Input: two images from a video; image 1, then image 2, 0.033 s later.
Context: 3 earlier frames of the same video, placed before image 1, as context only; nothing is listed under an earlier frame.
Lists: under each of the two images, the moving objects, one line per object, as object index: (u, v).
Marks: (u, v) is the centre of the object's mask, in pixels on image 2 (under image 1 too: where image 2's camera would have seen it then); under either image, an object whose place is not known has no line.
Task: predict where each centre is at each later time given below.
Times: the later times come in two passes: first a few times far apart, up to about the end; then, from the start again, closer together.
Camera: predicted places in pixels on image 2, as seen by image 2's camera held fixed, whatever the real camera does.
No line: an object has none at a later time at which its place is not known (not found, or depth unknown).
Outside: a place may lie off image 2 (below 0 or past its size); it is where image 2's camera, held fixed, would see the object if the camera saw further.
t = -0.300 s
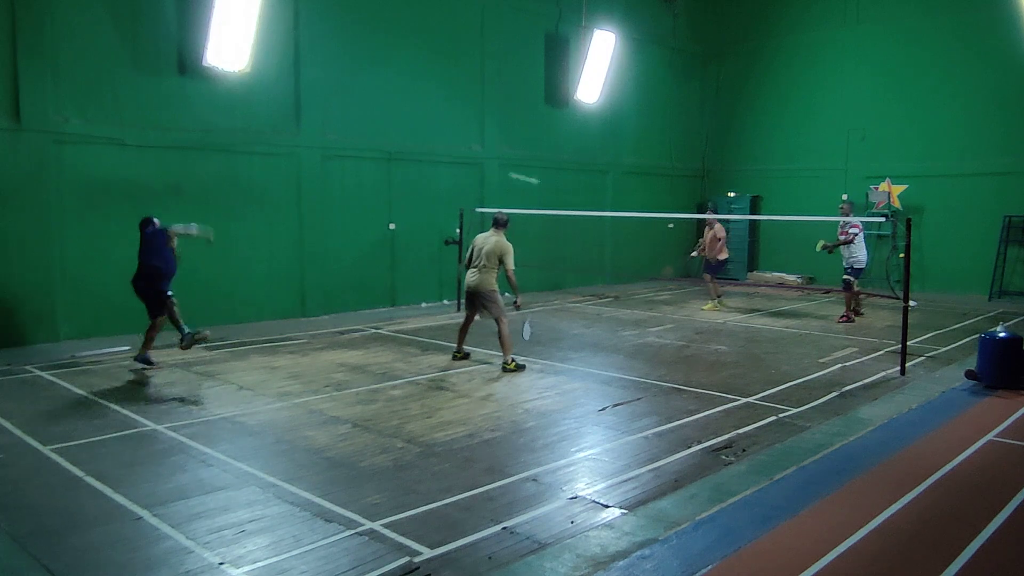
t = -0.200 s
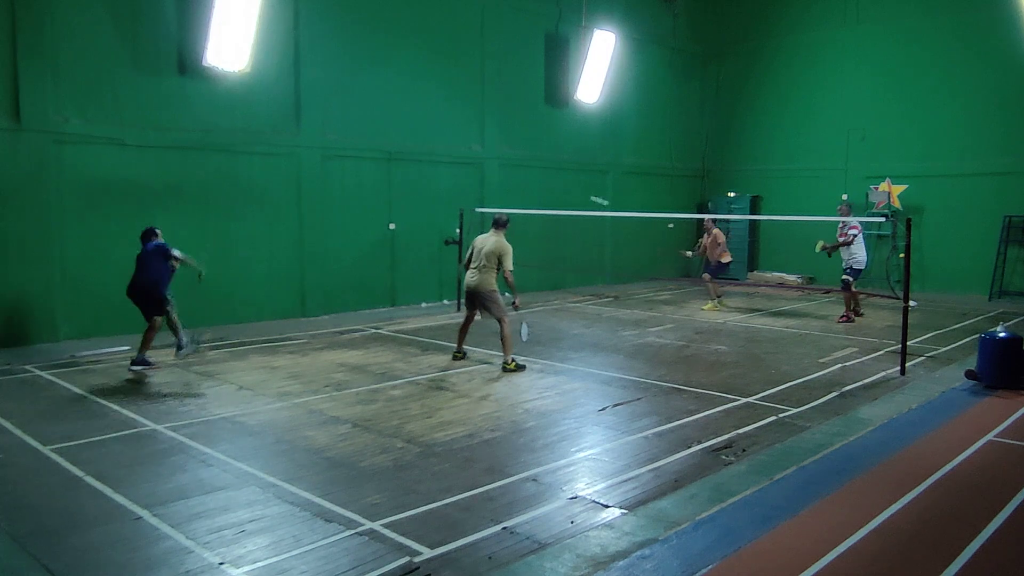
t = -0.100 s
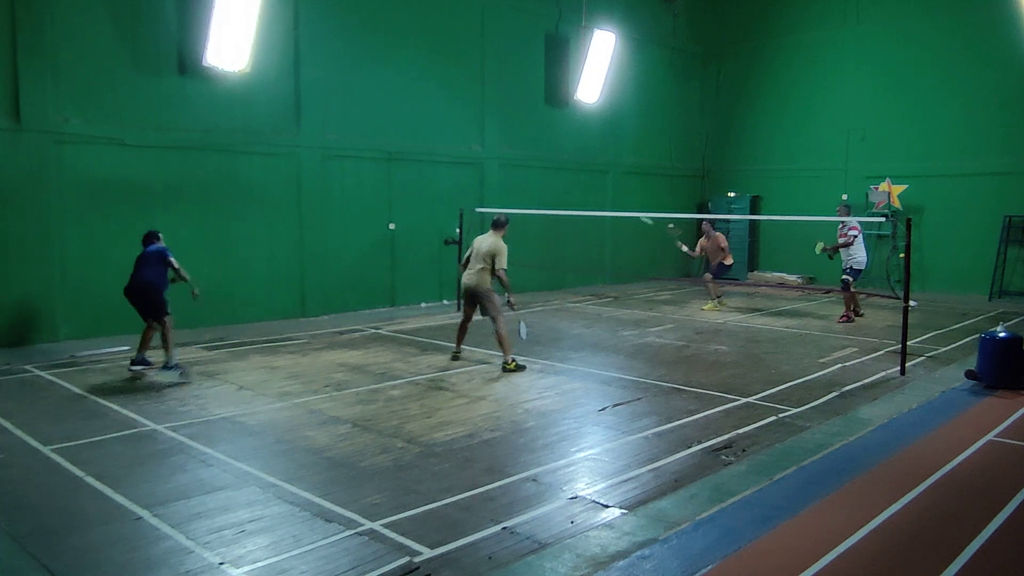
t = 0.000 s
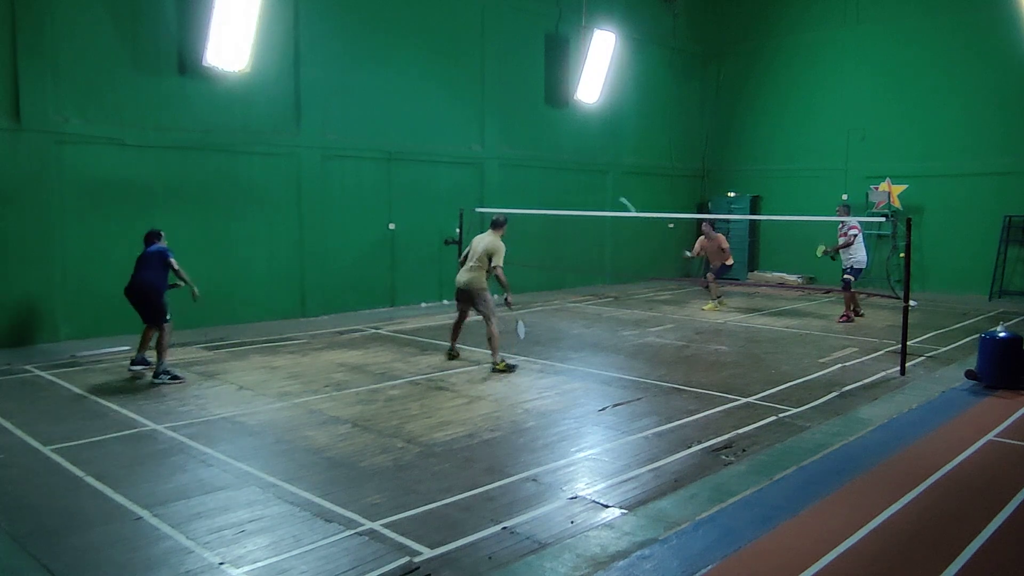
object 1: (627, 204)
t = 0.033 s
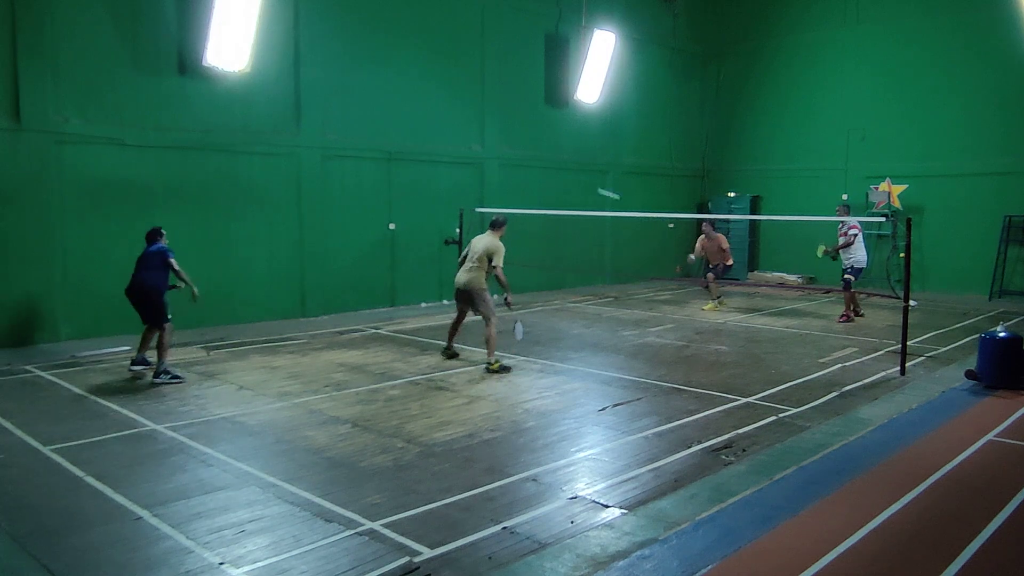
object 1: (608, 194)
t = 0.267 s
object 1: (483, 161)
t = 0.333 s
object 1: (451, 160)
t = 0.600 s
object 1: (326, 193)
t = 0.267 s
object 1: (483, 161)
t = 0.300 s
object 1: (466, 160)
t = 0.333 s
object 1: (451, 160)
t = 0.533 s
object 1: (357, 178)
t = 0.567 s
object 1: (342, 185)
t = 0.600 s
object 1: (326, 193)
